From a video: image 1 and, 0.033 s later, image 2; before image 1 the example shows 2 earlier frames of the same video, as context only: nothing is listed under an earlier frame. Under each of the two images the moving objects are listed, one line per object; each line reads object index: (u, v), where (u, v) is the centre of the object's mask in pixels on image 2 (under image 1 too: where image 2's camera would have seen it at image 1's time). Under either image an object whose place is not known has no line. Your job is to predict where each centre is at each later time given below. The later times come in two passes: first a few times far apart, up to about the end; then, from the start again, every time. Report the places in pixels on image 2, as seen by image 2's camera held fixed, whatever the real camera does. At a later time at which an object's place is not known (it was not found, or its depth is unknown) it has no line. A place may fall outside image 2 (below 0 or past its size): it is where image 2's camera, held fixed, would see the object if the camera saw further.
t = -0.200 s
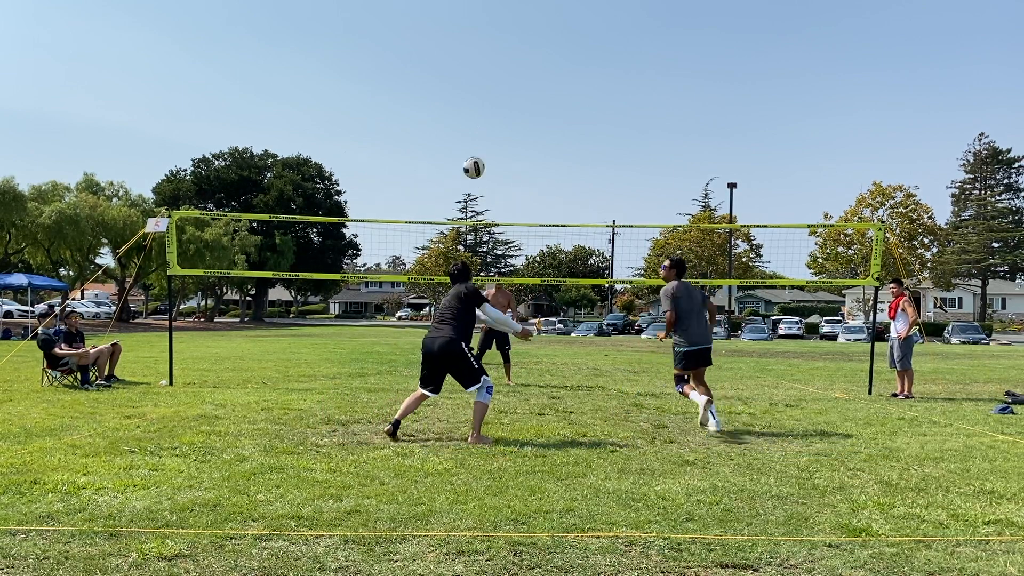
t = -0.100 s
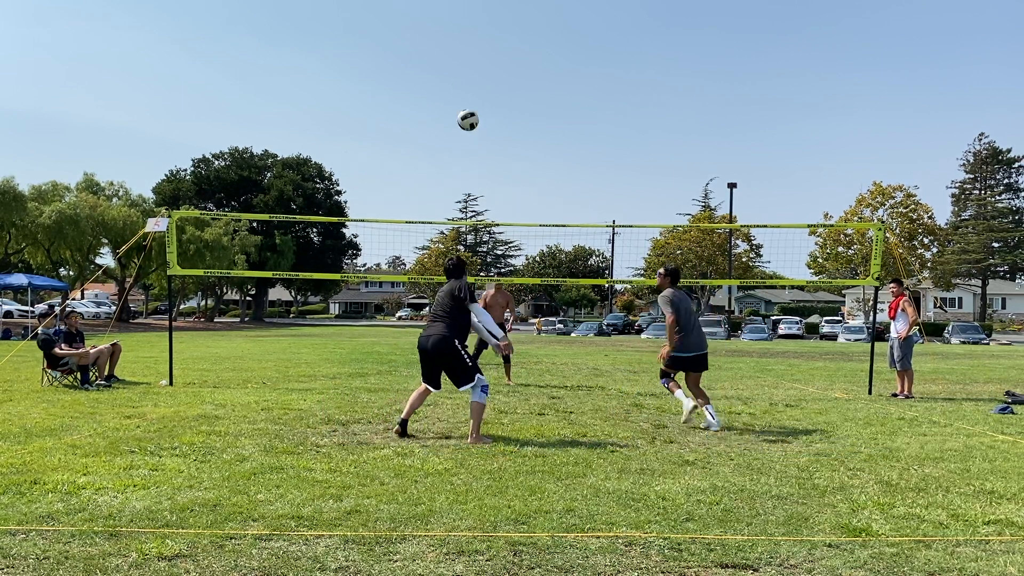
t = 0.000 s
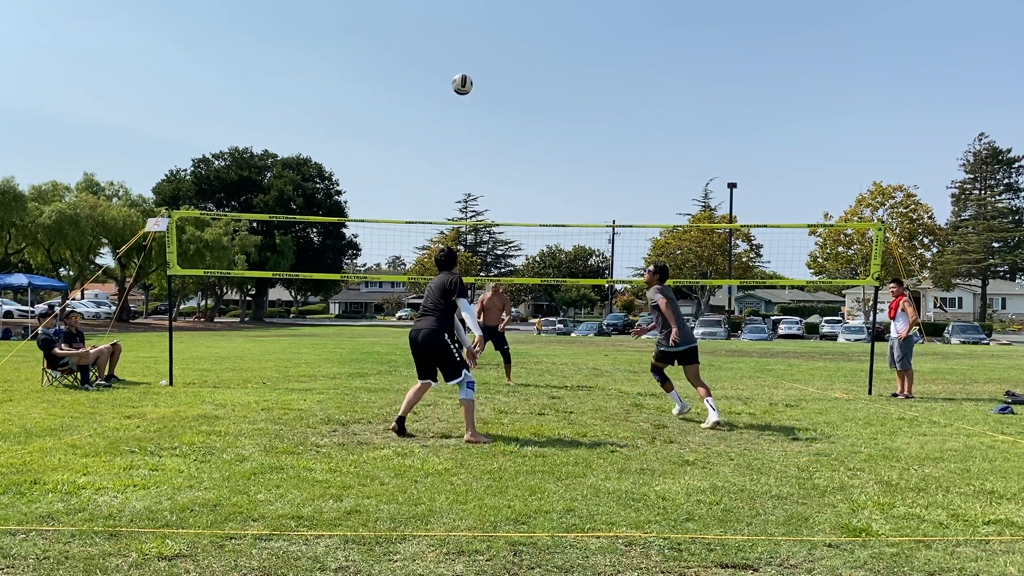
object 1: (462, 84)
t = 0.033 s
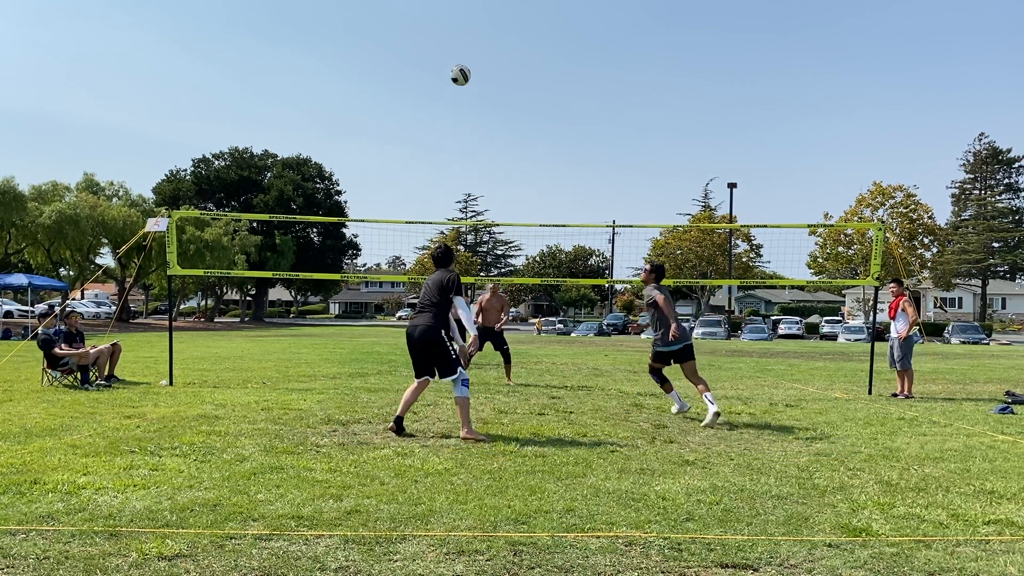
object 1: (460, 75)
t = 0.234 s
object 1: (449, 41)
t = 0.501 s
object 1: (436, 52)
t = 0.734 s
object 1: (424, 105)
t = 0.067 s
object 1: (459, 67)
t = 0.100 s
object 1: (457, 59)
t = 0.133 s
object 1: (455, 53)
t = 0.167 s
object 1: (453, 48)
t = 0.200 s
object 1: (451, 44)
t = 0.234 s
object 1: (449, 41)
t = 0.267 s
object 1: (448, 40)
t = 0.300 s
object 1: (446, 39)
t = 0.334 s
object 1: (444, 39)
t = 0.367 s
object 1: (442, 39)
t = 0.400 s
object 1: (441, 41)
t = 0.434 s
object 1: (439, 44)
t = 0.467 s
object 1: (437, 48)
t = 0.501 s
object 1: (436, 52)
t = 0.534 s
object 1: (434, 57)
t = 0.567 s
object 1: (432, 63)
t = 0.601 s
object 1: (430, 70)
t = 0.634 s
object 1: (429, 78)
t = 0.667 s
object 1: (427, 86)
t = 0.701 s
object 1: (425, 95)
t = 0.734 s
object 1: (424, 105)
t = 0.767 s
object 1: (422, 116)
